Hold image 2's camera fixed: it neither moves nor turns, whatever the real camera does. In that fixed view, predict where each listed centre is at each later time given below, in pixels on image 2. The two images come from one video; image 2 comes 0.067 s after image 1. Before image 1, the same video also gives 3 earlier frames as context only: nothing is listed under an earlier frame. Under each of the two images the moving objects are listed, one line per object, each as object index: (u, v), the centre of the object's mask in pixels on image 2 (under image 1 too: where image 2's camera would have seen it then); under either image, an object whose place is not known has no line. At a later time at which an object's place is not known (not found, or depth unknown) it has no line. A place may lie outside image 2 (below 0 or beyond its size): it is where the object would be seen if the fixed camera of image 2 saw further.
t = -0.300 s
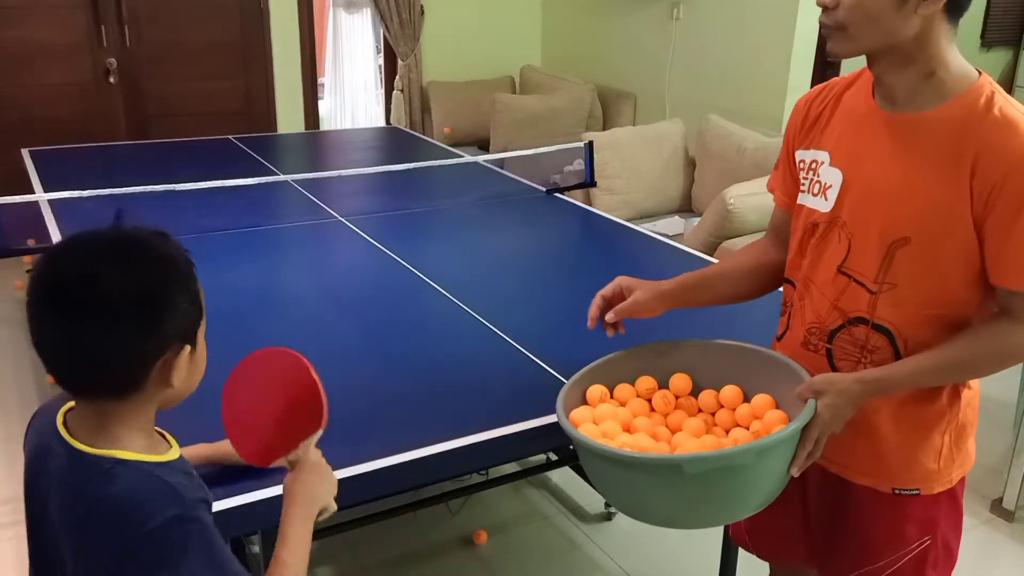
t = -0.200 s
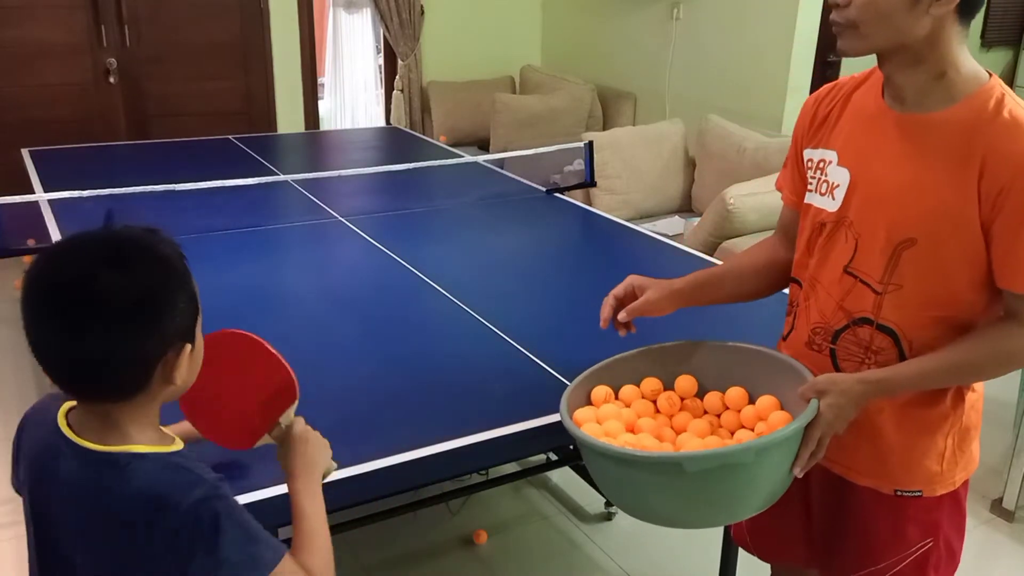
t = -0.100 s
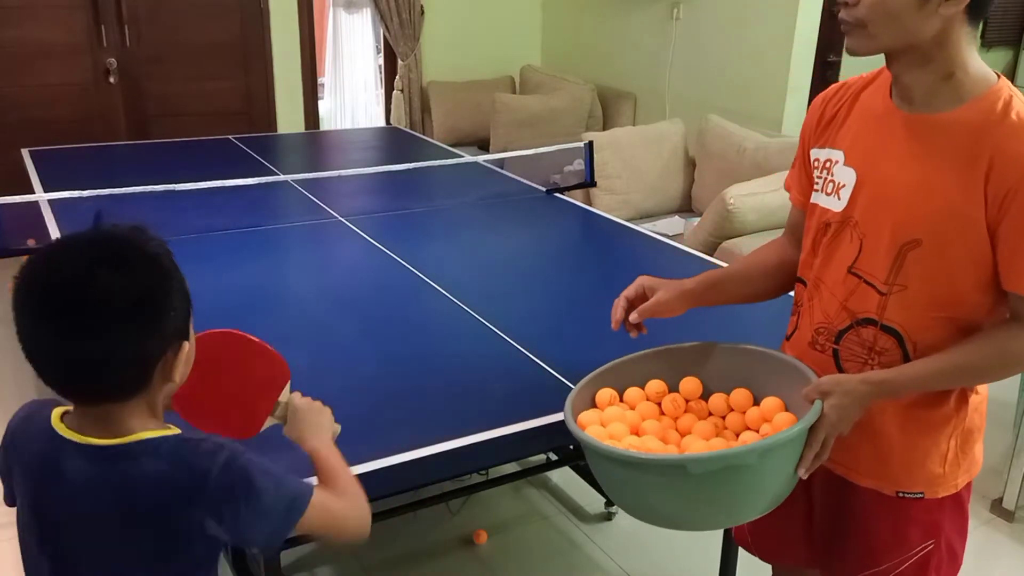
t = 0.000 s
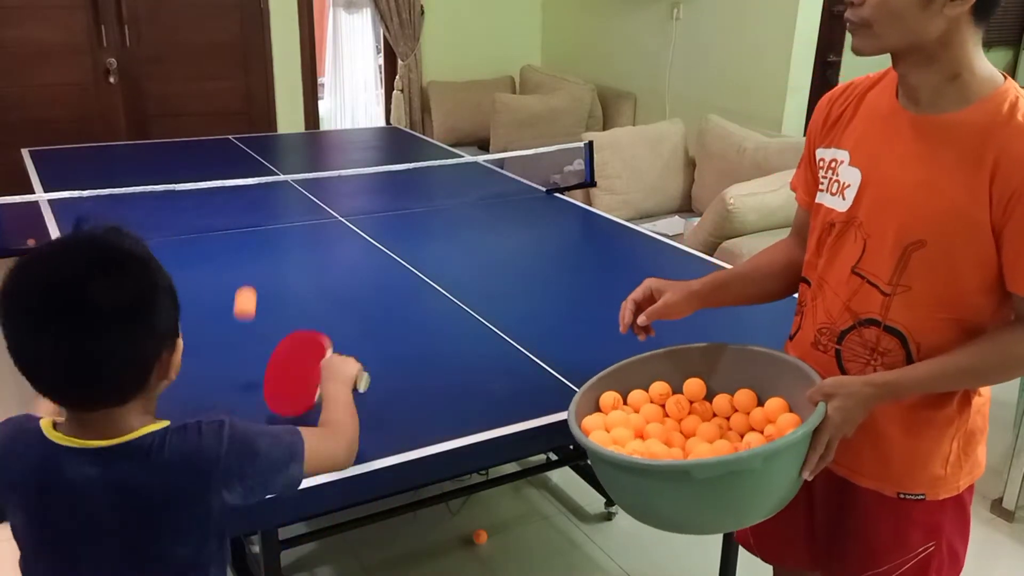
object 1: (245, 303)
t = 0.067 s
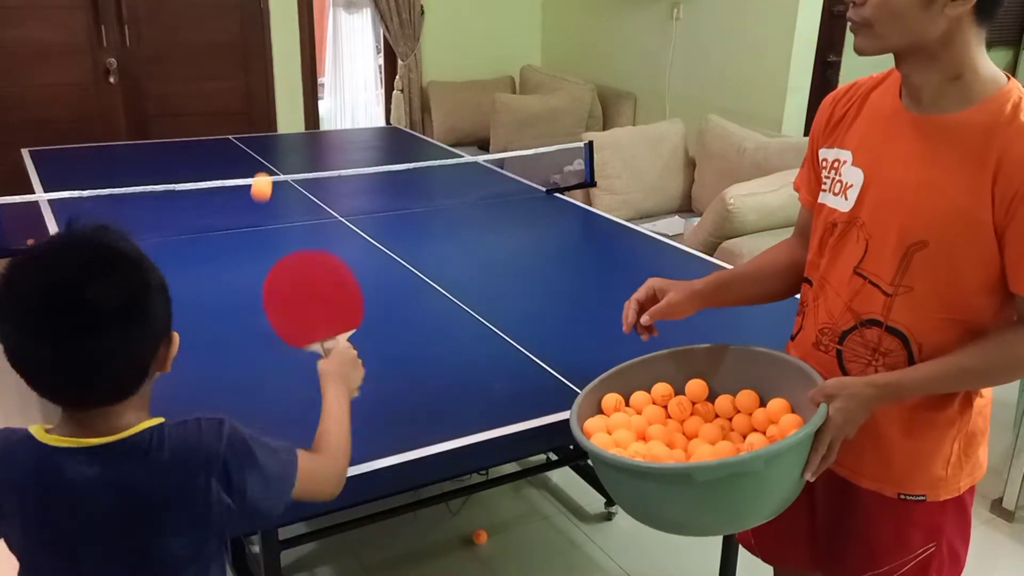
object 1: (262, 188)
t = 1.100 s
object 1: (359, 112)
